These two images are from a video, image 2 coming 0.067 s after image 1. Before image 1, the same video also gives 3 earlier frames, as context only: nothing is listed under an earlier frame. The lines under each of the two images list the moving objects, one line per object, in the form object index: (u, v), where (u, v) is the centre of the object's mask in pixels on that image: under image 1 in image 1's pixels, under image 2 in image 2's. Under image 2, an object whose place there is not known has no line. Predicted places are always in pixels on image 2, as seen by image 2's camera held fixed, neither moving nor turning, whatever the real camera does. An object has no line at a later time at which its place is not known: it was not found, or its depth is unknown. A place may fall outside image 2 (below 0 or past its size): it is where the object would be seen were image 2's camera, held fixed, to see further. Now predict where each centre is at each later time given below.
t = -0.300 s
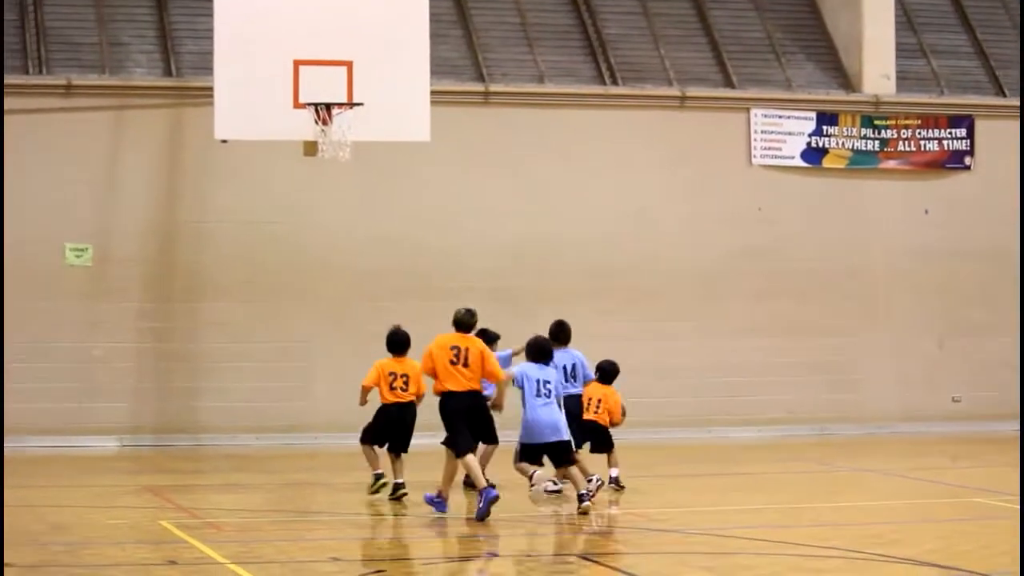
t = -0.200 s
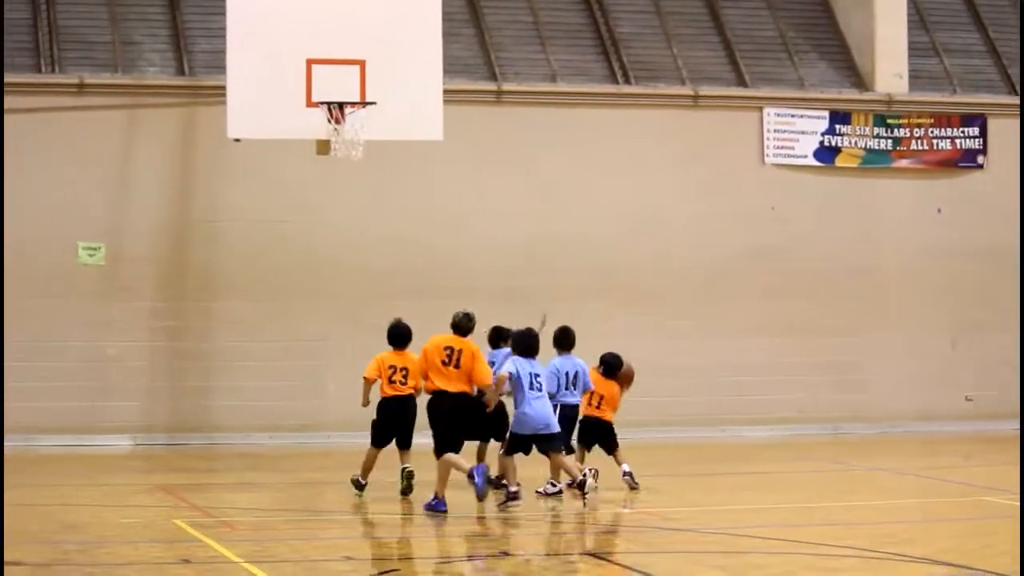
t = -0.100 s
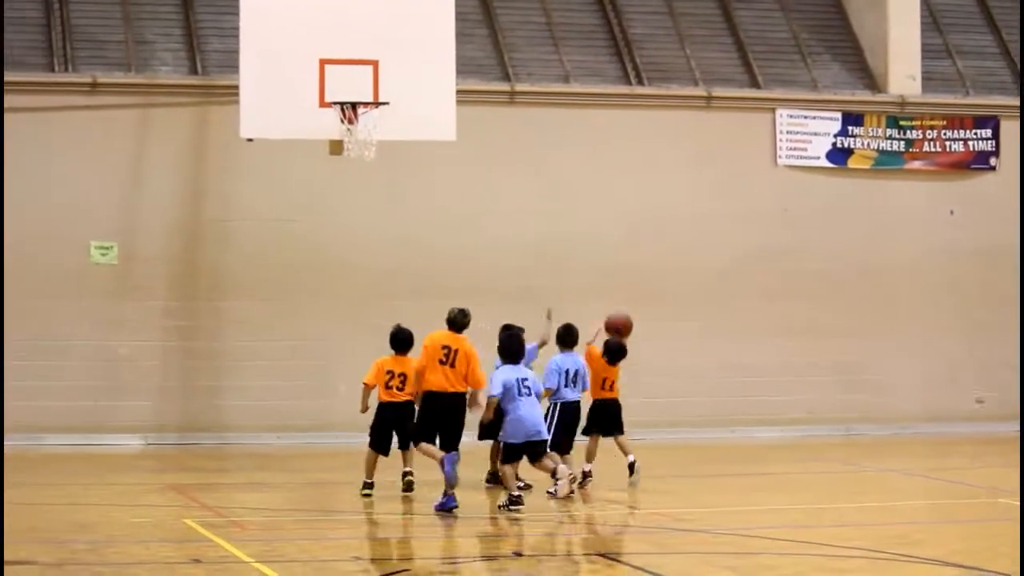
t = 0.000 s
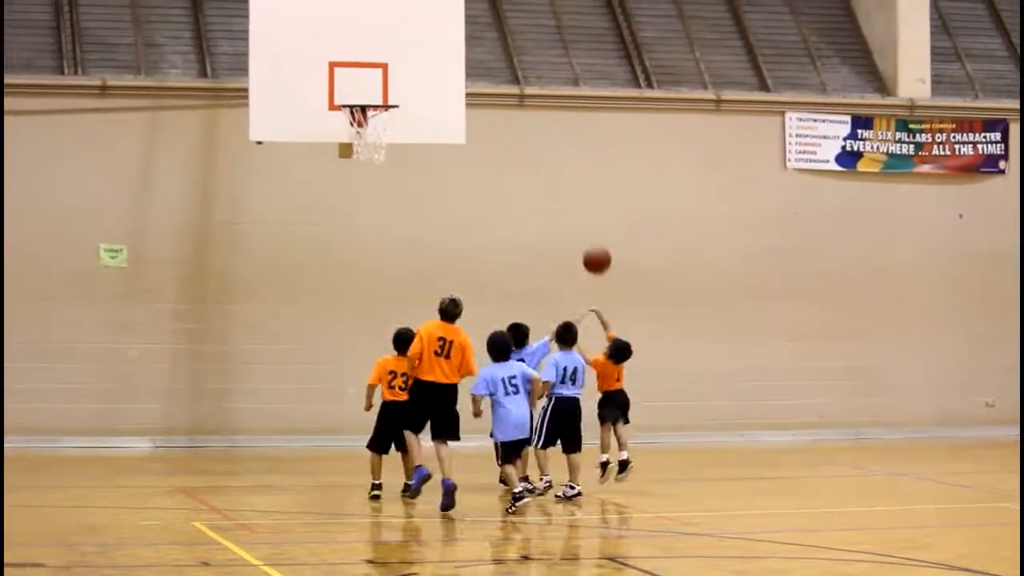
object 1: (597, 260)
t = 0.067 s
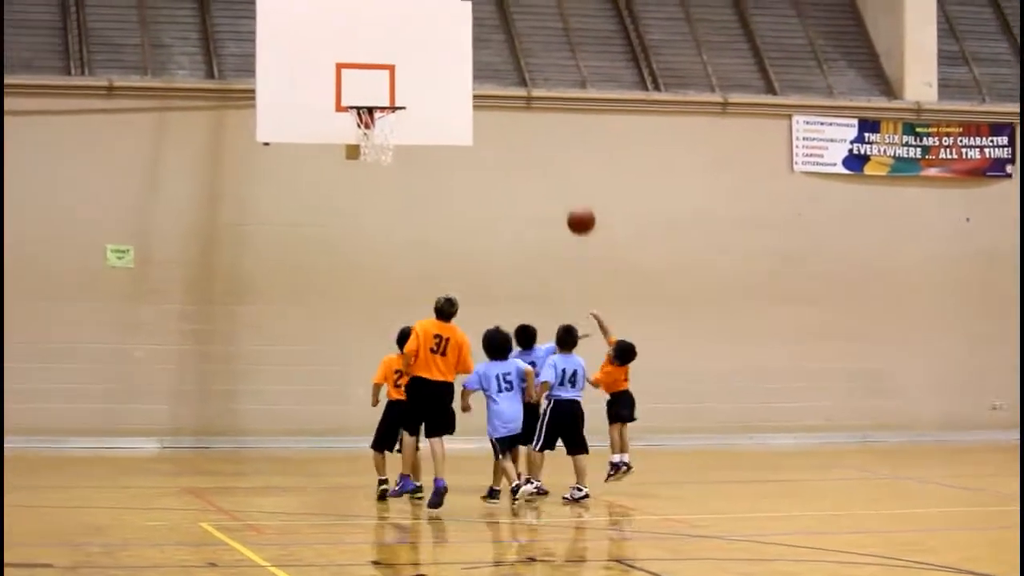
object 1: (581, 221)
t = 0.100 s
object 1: (570, 202)
